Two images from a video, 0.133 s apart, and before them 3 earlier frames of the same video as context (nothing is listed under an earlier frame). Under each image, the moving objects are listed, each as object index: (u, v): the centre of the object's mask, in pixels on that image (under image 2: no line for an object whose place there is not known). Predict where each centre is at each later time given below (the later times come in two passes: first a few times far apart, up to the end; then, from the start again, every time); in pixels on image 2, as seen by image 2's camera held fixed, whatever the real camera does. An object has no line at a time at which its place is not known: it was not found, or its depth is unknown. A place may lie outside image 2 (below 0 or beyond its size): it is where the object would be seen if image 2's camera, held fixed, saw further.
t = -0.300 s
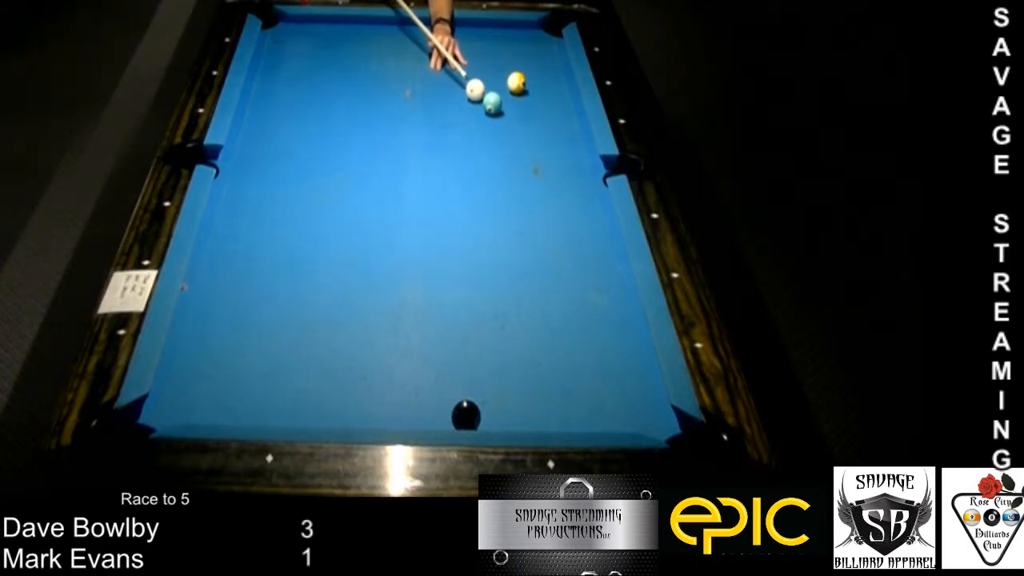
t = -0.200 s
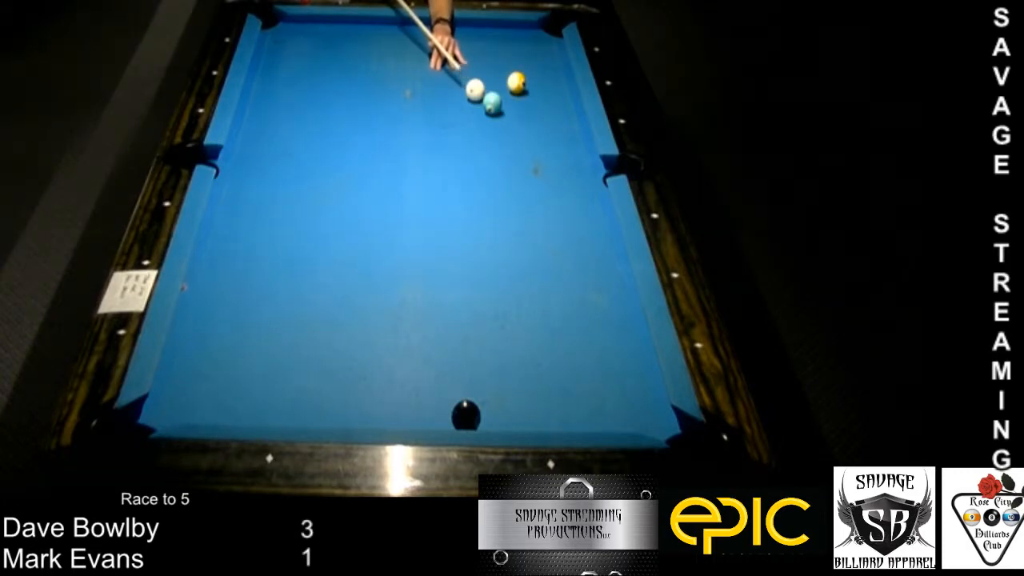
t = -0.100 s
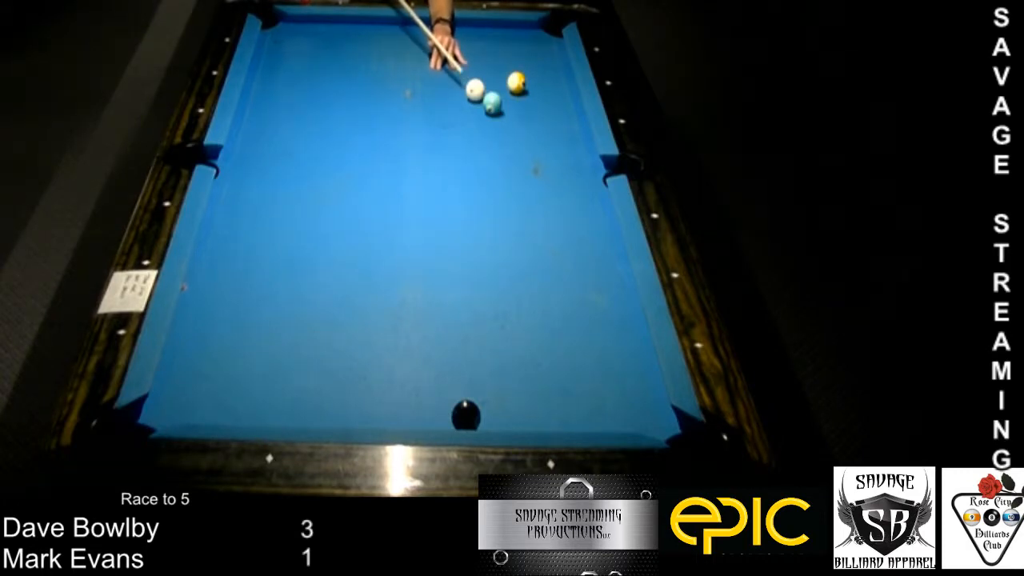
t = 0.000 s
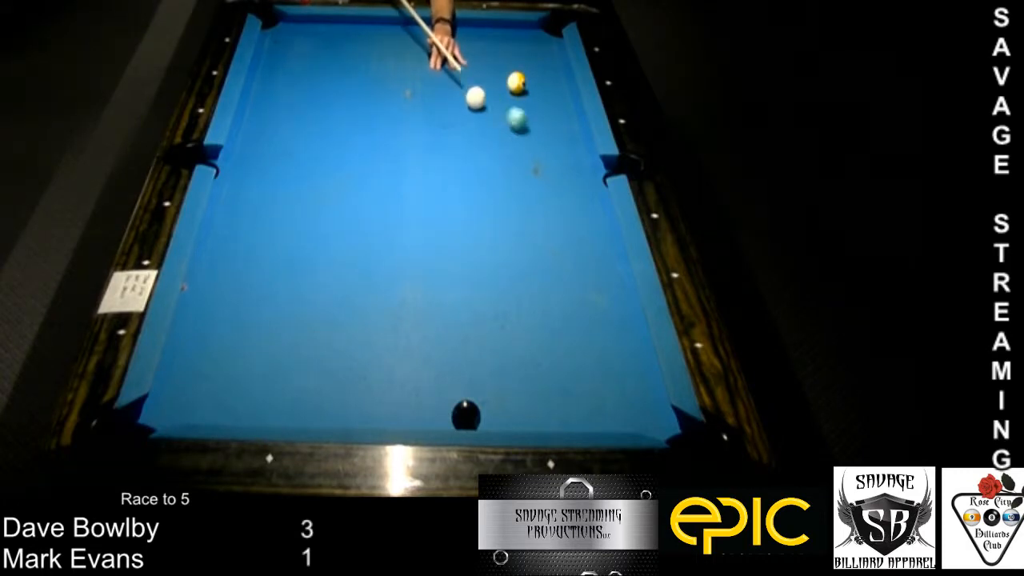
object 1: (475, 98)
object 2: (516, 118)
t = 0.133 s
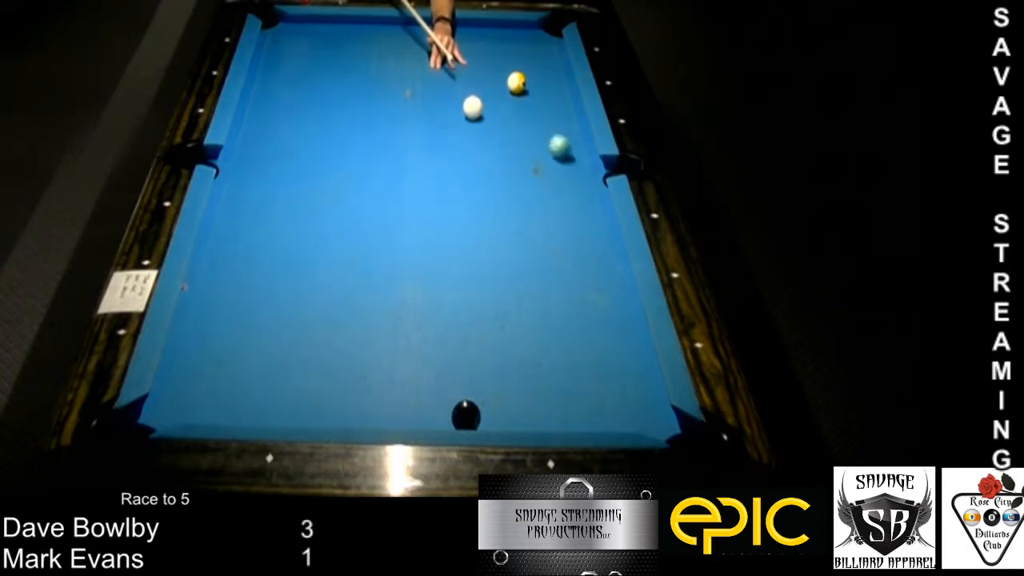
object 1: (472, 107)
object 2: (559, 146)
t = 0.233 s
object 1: (473, 115)
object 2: (584, 162)
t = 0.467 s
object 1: (474, 139)
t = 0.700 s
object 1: (475, 160)
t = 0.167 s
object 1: (472, 110)
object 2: (569, 152)
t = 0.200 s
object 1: (472, 112)
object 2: (574, 156)
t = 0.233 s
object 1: (473, 115)
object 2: (584, 162)
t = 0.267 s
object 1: (473, 118)
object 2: (594, 169)
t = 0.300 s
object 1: (473, 121)
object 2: (603, 173)
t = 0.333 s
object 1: (473, 126)
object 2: (606, 168)
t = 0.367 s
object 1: (474, 129)
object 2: (608, 166)
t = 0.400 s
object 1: (474, 132)
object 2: (610, 168)
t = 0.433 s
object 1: (474, 136)
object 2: (611, 173)
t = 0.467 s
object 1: (474, 139)
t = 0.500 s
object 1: (474, 142)
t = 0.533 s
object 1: (475, 145)
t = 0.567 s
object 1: (475, 149)
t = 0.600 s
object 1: (475, 150)
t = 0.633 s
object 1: (475, 153)
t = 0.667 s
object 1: (475, 157)
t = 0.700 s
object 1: (475, 160)
